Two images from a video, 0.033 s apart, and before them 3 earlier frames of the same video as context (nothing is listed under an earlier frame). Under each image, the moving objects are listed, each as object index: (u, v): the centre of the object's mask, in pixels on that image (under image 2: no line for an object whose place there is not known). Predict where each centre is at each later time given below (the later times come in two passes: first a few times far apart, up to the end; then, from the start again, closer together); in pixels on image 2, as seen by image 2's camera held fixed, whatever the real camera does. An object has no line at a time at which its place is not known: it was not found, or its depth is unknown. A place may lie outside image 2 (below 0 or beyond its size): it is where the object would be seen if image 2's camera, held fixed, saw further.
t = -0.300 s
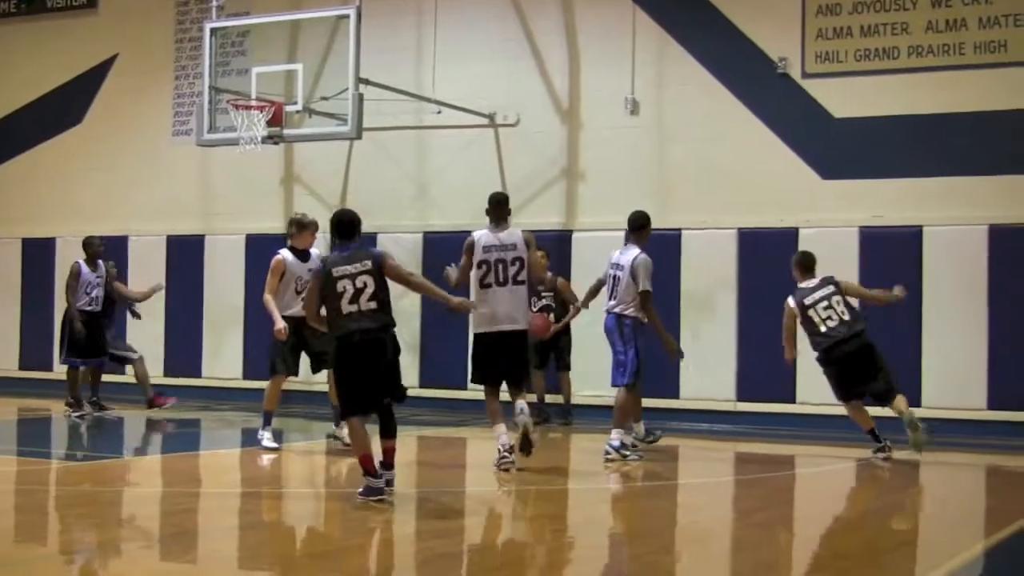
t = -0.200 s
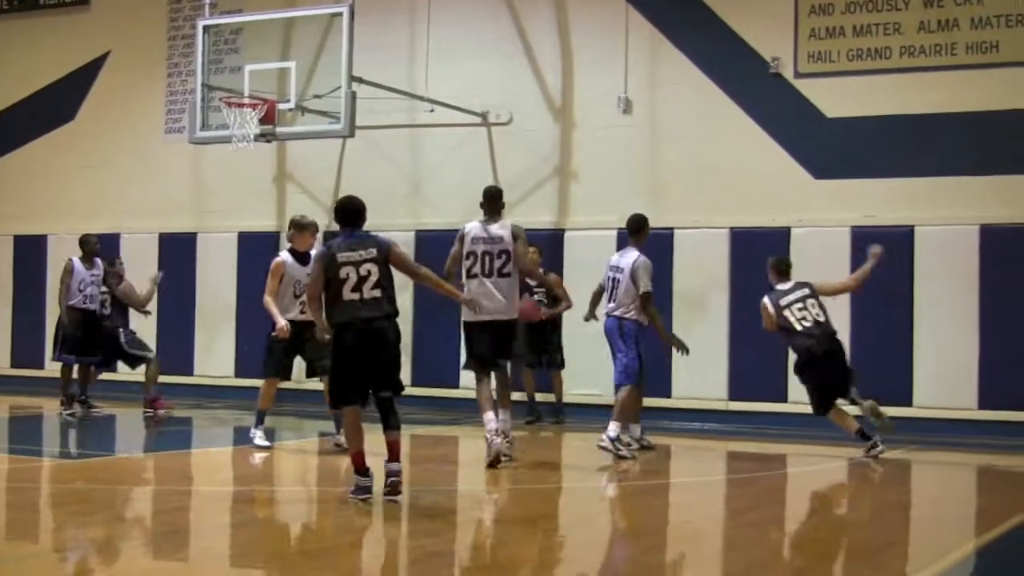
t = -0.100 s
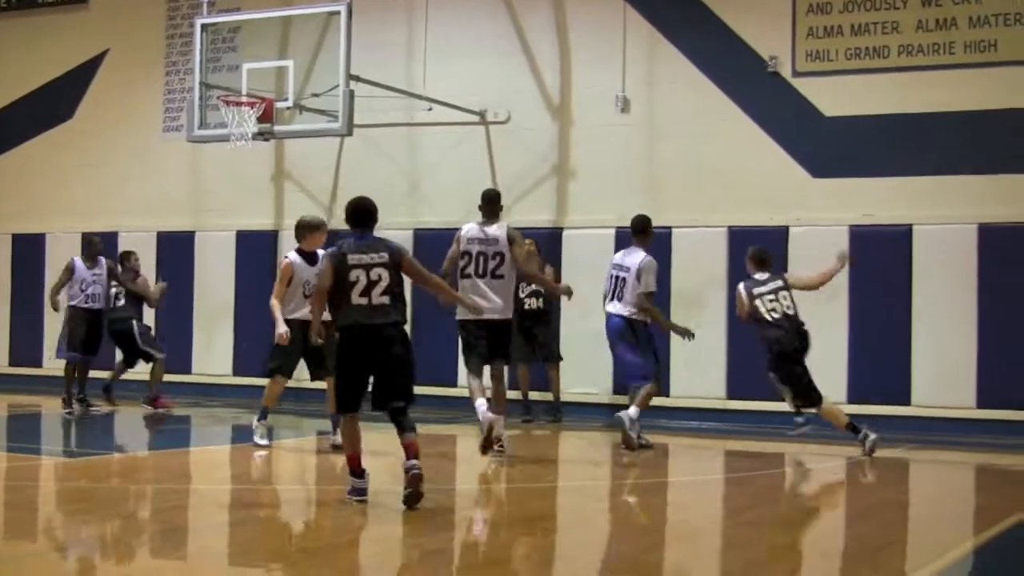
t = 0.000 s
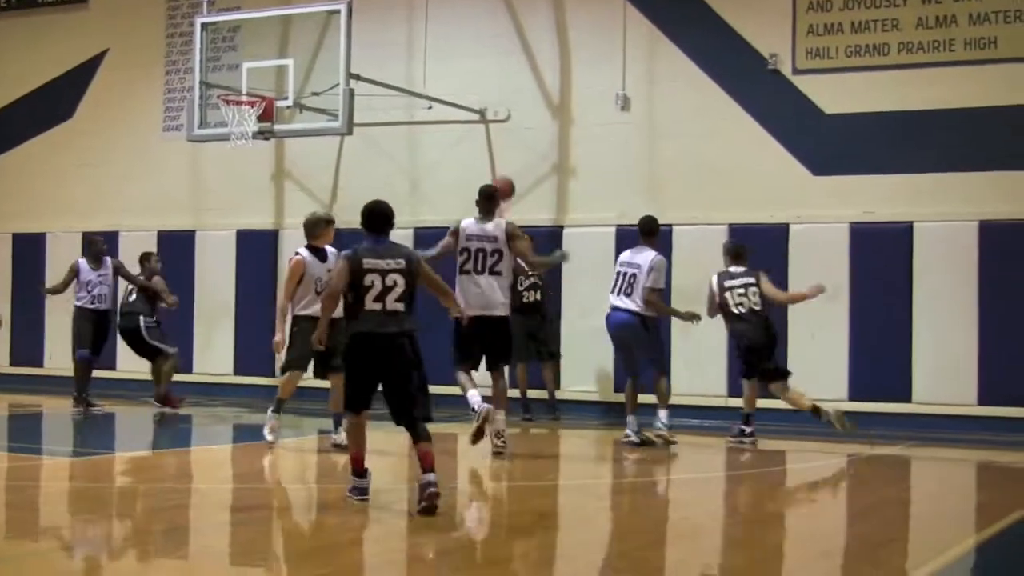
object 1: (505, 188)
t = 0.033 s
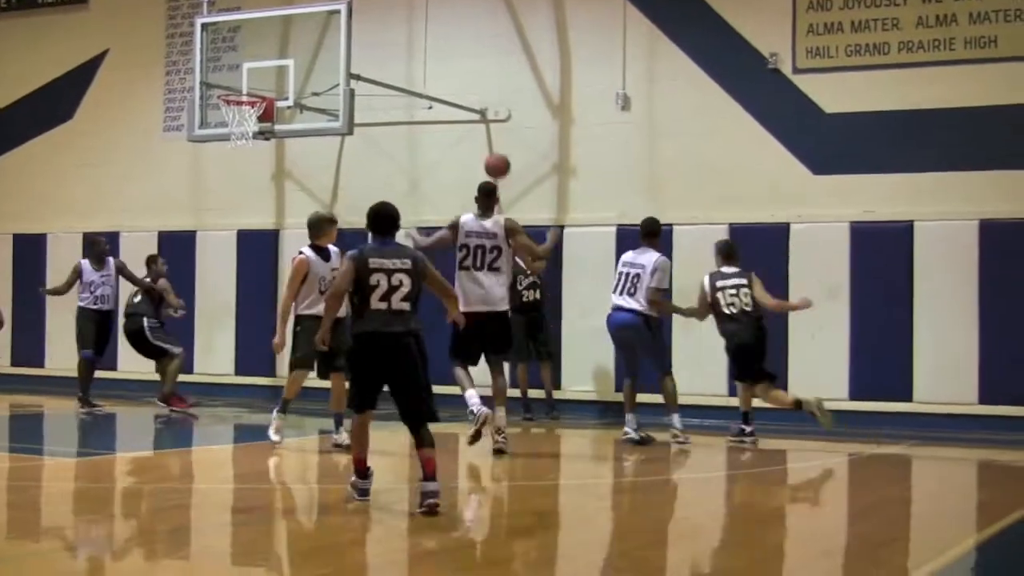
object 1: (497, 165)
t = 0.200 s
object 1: (467, 59)
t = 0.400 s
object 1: (419, -55)
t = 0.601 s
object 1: (356, -143)
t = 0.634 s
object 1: (344, -154)
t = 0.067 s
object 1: (491, 143)
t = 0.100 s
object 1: (485, 122)
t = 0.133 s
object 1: (479, 100)
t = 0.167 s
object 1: (473, 79)
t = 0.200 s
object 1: (467, 59)
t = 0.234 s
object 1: (460, 38)
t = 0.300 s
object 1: (445, -2)
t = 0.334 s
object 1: (437, -21)
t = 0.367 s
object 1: (429, -39)
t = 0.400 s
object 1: (419, -55)
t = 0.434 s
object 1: (409, -73)
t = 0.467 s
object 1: (400, -89)
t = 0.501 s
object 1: (390, -104)
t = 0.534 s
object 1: (378, -117)
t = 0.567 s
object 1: (369, -130)
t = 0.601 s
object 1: (356, -143)
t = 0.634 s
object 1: (344, -154)
